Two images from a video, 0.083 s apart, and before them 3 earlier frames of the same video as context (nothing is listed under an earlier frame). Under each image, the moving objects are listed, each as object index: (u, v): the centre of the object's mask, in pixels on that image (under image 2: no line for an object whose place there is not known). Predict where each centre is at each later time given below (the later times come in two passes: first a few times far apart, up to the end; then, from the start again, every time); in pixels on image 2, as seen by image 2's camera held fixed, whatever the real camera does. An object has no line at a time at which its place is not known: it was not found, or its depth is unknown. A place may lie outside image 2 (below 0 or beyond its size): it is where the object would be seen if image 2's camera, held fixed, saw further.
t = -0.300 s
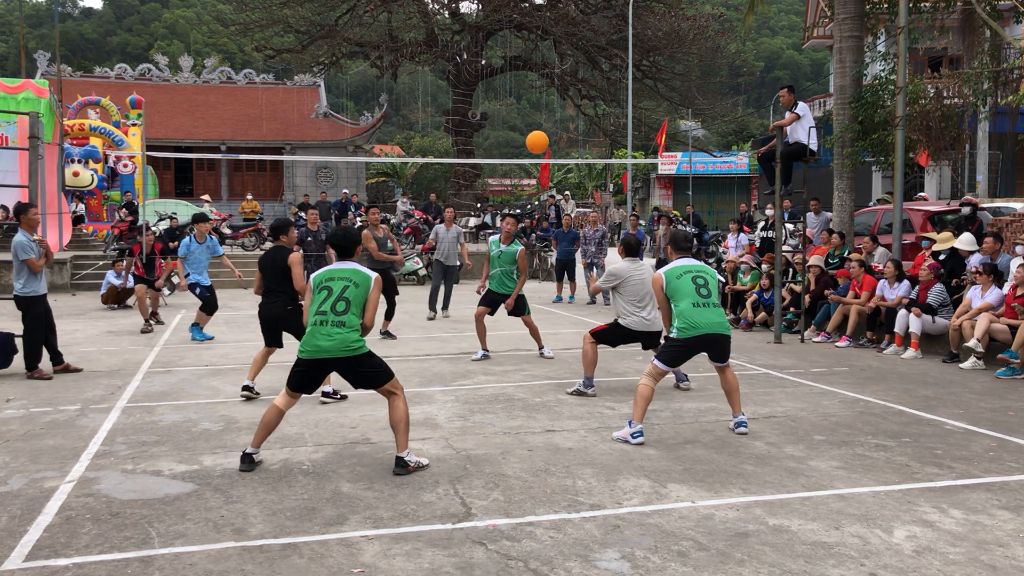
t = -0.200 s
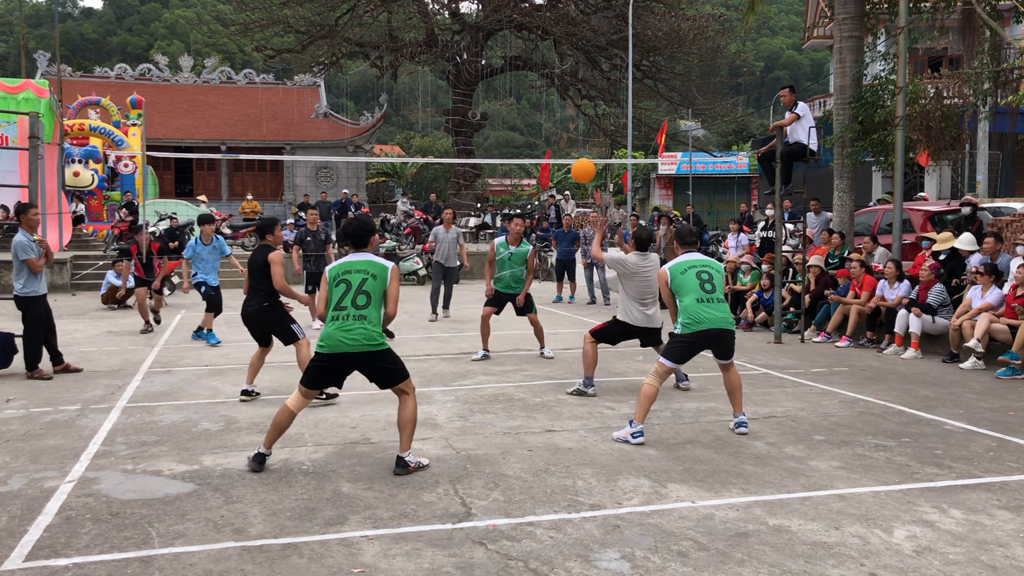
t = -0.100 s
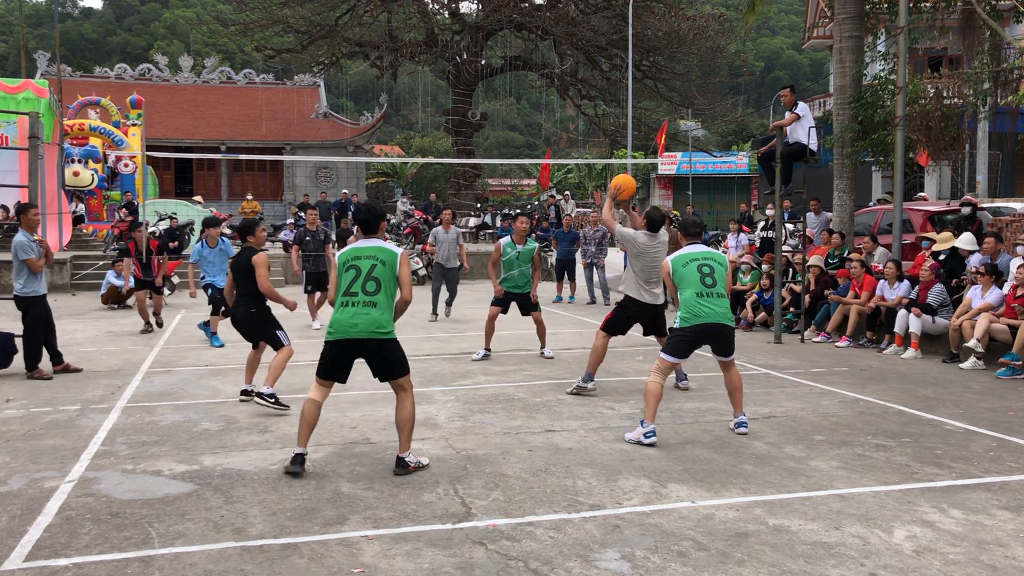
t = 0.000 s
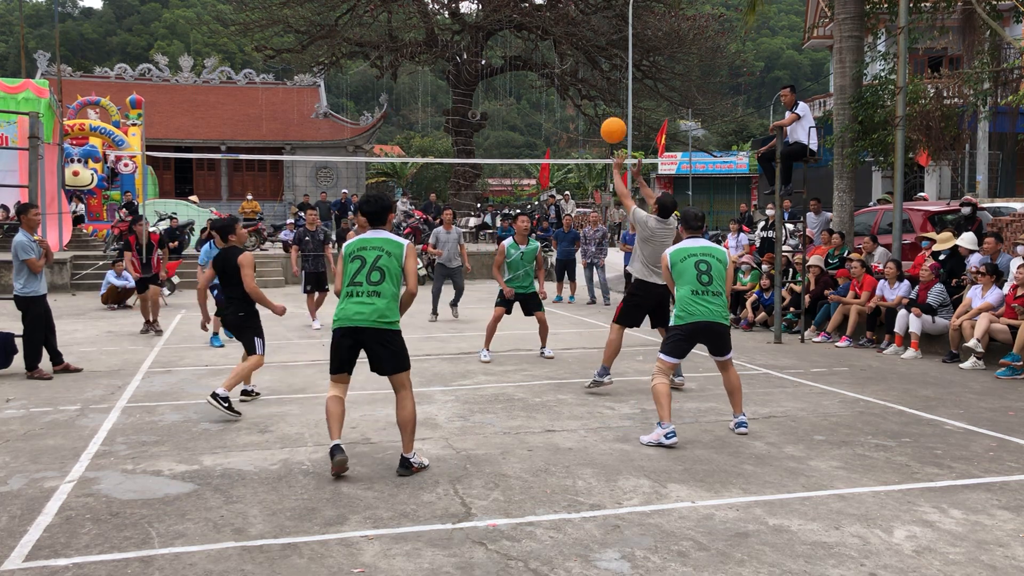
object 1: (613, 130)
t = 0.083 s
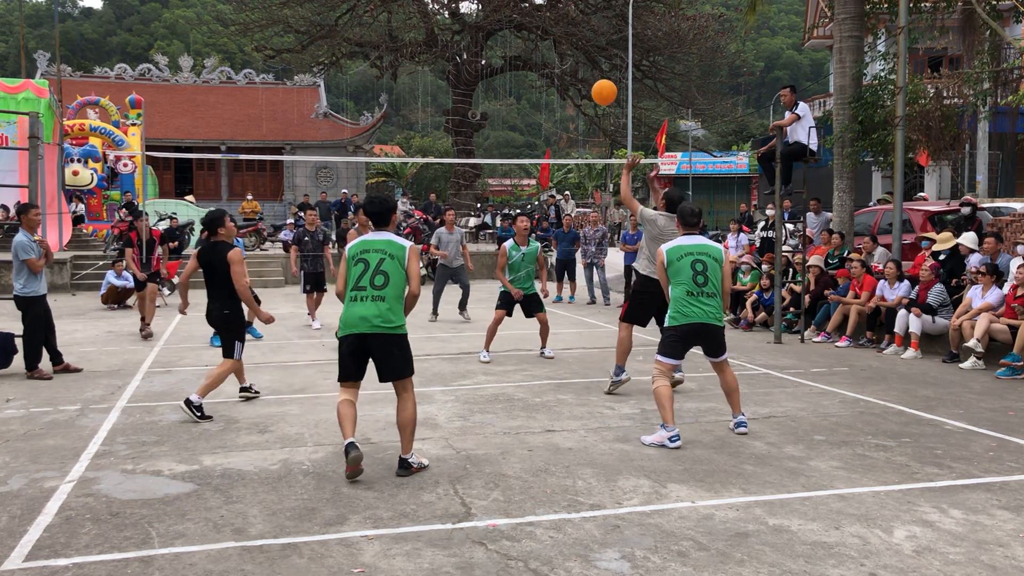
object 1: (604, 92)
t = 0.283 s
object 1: (583, 36)
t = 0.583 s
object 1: (554, 34)
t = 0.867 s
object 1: (530, 109)
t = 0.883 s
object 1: (529, 116)
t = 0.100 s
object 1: (602, 86)
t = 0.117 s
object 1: (600, 80)
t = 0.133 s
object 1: (598, 74)
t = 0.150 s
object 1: (597, 68)
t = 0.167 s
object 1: (595, 63)
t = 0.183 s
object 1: (593, 58)
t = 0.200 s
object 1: (591, 54)
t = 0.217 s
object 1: (590, 49)
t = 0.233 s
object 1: (588, 45)
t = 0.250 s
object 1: (586, 42)
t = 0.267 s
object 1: (585, 39)
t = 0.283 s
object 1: (583, 36)
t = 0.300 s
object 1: (581, 33)
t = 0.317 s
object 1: (579, 31)
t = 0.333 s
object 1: (578, 29)
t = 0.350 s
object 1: (576, 27)
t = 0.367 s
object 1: (575, 26)
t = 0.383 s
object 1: (573, 25)
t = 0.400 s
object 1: (571, 24)
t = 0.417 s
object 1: (569, 24)
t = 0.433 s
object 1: (568, 23)
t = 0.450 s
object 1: (566, 23)
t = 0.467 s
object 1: (565, 24)
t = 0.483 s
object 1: (563, 24)
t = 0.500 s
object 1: (562, 25)
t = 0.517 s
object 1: (560, 26)
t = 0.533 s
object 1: (559, 28)
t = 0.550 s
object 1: (557, 29)
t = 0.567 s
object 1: (556, 32)
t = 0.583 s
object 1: (554, 34)
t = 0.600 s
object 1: (553, 36)
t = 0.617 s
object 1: (551, 39)
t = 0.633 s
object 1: (550, 42)
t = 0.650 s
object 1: (548, 45)
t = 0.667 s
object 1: (547, 49)
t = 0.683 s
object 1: (545, 52)
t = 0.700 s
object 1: (544, 56)
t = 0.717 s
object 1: (542, 61)
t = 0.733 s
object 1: (541, 65)
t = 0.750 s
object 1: (540, 70)
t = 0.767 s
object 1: (538, 75)
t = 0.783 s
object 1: (537, 80)
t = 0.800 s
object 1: (536, 86)
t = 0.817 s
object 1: (534, 91)
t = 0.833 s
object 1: (533, 97)
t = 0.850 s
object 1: (532, 103)
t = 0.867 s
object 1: (530, 109)
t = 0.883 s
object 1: (529, 116)
